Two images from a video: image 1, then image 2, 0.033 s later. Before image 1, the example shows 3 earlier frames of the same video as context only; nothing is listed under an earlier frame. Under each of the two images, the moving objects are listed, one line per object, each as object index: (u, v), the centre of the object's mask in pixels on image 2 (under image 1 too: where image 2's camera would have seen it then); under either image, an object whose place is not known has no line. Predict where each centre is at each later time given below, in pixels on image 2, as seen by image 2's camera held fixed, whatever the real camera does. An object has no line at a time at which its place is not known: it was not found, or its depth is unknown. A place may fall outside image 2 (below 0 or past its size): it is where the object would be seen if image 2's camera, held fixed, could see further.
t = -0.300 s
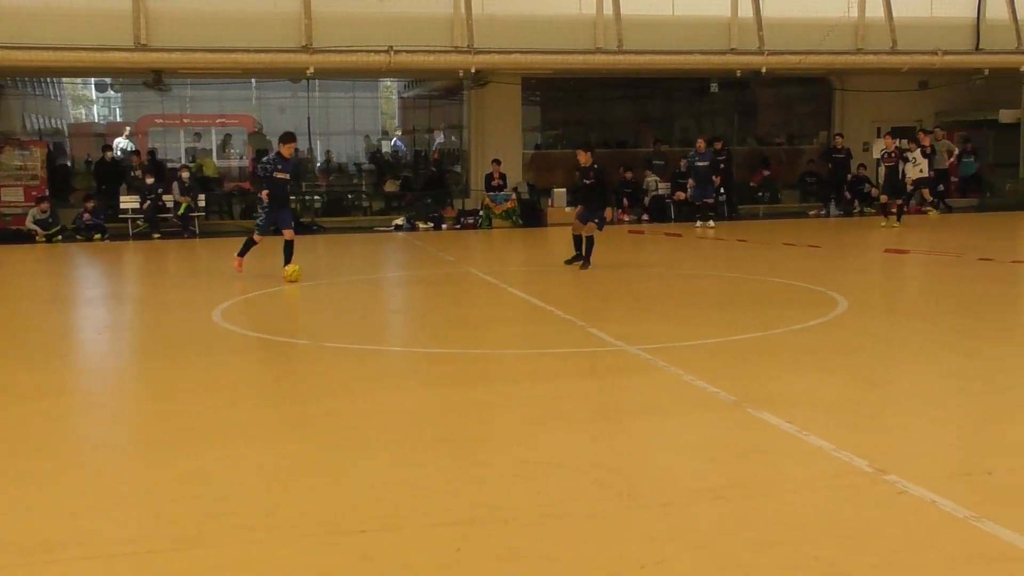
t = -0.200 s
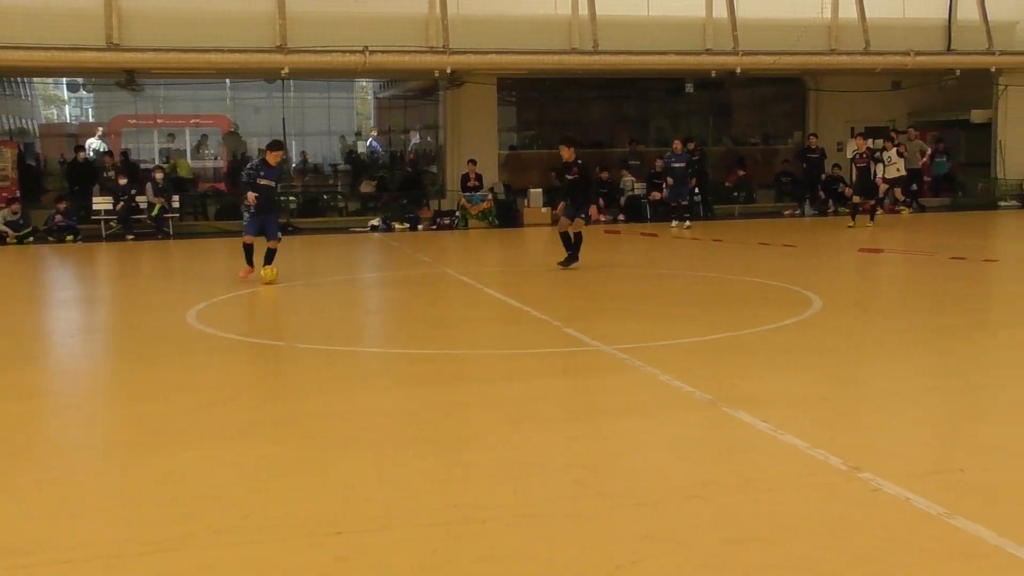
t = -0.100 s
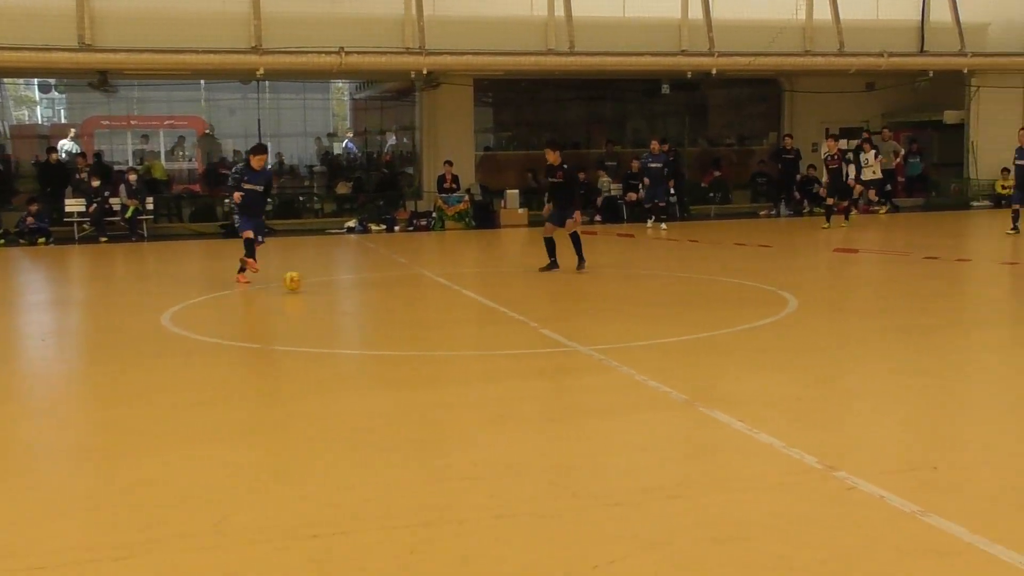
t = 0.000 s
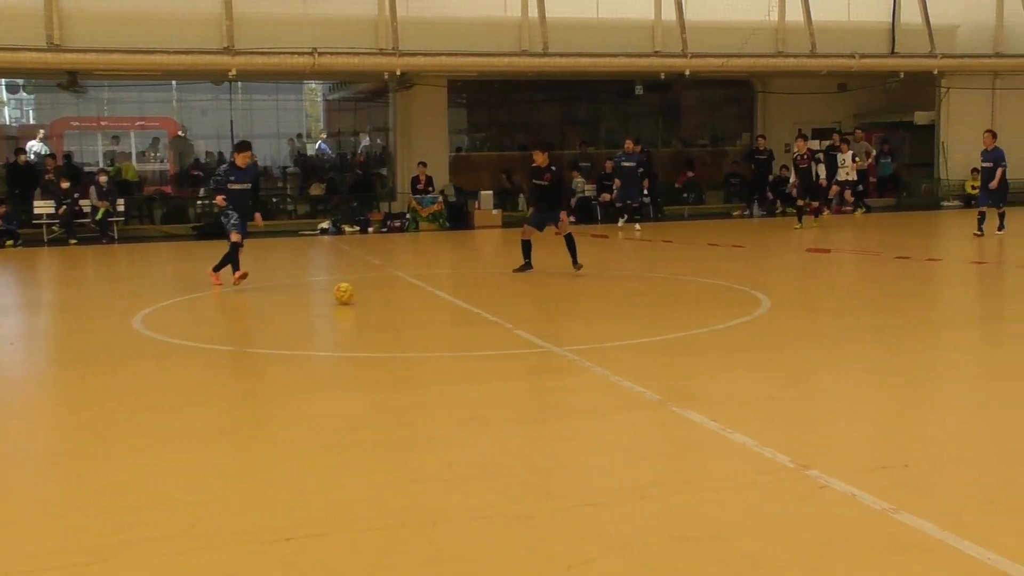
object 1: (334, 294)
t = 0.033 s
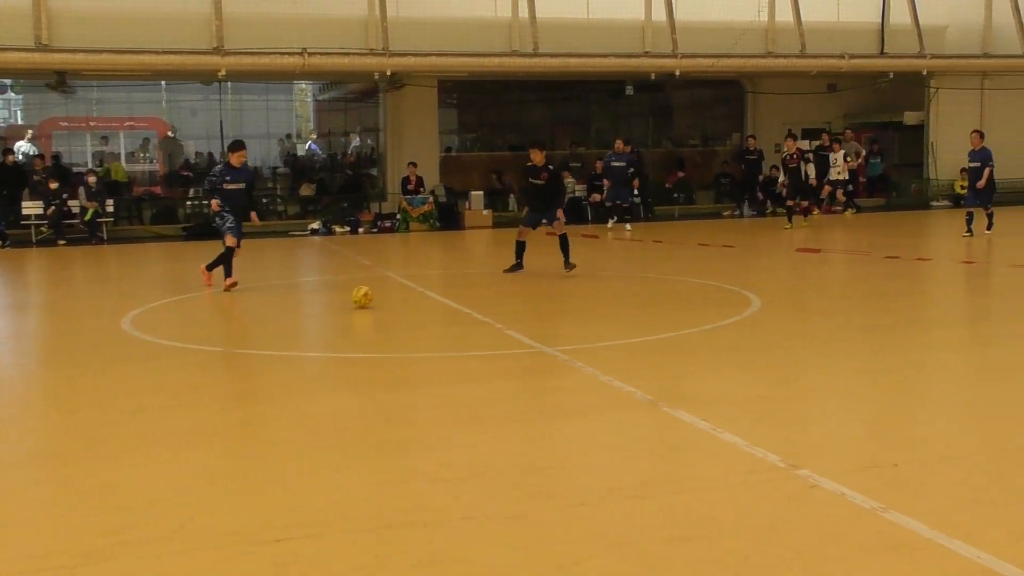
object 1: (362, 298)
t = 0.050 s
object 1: (376, 299)
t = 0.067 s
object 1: (390, 302)
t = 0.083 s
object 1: (403, 303)
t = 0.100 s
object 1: (418, 304)
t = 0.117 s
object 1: (432, 306)
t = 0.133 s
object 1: (446, 308)
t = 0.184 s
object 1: (491, 312)
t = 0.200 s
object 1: (506, 314)
